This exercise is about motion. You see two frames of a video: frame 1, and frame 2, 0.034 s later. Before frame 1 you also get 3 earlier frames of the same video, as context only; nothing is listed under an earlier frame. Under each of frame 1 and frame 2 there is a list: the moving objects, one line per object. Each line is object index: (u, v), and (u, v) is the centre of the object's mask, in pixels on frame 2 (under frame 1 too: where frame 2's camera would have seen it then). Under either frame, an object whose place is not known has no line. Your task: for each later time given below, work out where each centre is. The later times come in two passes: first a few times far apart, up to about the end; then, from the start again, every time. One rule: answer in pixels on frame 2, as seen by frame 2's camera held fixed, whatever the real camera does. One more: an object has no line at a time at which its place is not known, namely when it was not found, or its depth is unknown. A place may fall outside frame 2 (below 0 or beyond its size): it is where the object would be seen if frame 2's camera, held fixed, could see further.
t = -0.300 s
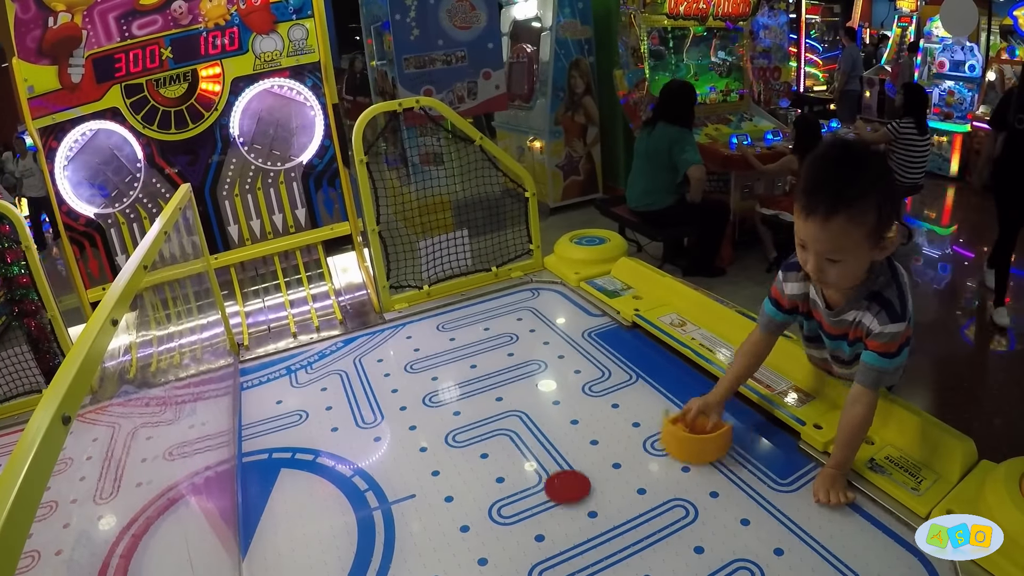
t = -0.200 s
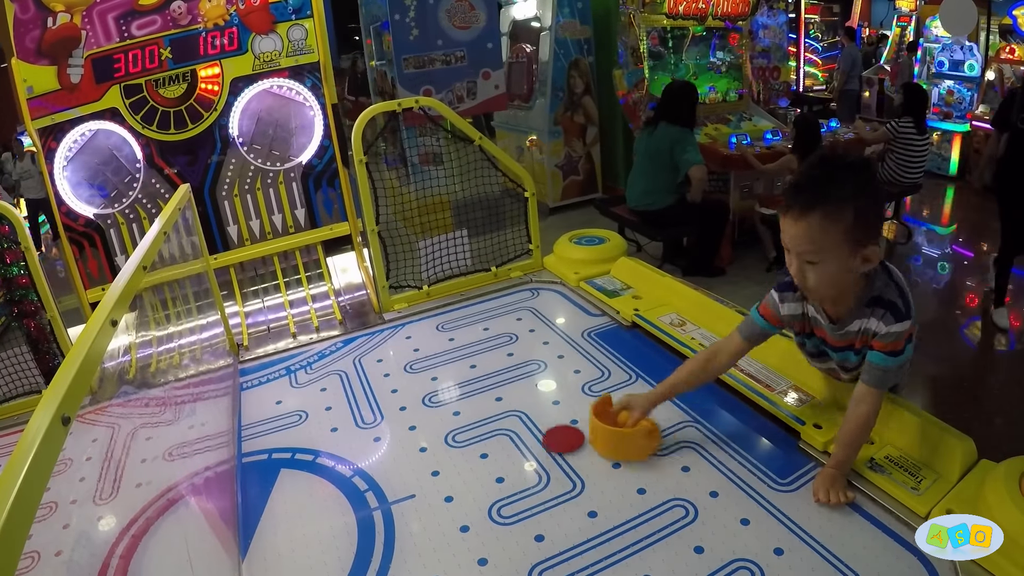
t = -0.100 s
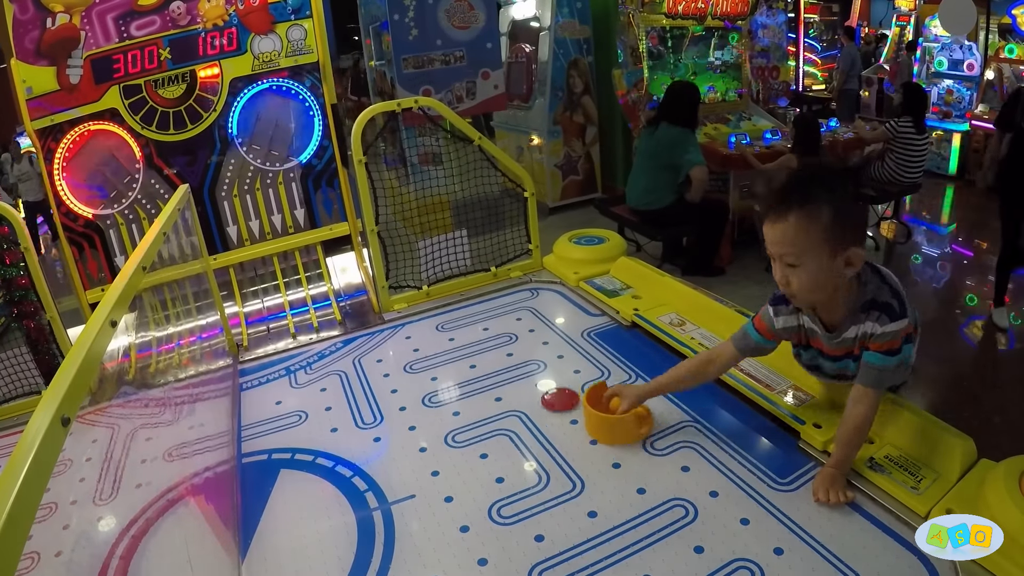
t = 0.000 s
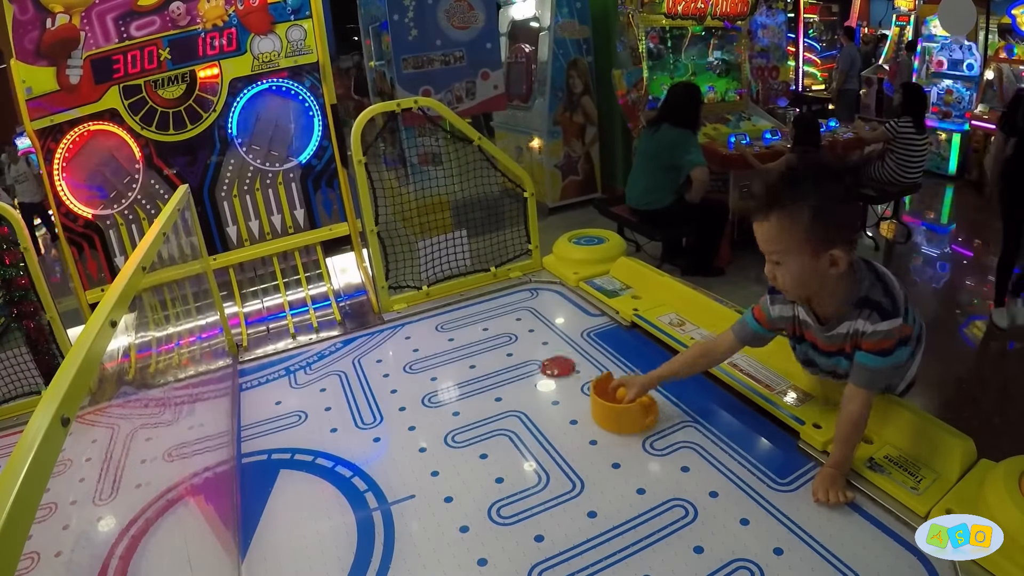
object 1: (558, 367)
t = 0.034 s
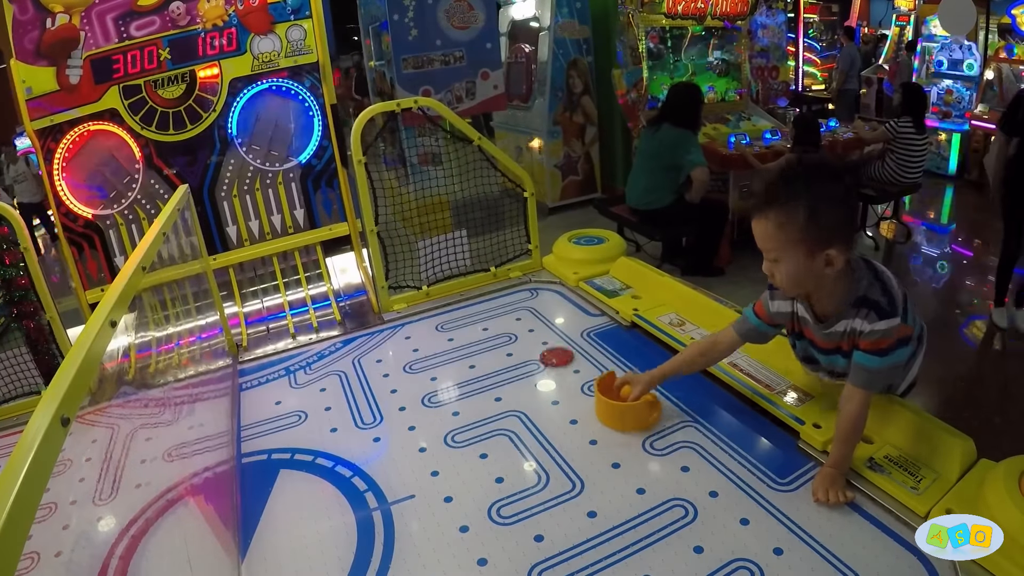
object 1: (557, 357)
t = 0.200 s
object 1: (554, 315)
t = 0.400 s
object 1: (530, 289)
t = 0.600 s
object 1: (493, 309)
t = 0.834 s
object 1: (449, 338)
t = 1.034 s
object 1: (410, 364)
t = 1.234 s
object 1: (362, 395)
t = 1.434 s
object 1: (308, 429)
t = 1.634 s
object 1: (251, 465)
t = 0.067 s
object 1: (556, 347)
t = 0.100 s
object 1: (556, 339)
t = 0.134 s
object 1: (555, 331)
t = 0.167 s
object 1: (554, 322)
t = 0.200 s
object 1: (554, 315)
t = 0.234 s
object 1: (554, 308)
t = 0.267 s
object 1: (553, 301)
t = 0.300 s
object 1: (553, 294)
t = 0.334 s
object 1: (551, 288)
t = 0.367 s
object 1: (541, 288)
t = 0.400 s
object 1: (530, 289)
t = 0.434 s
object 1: (522, 290)
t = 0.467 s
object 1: (516, 294)
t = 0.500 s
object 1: (510, 298)
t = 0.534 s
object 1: (505, 302)
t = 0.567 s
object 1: (499, 305)
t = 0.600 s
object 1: (493, 309)
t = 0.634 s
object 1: (487, 313)
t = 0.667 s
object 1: (481, 317)
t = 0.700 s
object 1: (475, 321)
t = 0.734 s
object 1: (469, 325)
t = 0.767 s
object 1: (462, 330)
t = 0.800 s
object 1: (456, 334)
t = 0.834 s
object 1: (449, 338)
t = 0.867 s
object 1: (442, 343)
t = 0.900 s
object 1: (436, 348)
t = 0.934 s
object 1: (428, 352)
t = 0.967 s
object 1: (421, 357)
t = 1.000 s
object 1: (414, 362)
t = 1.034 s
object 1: (410, 364)
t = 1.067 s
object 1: (402, 369)
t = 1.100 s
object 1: (394, 374)
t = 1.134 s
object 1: (386, 380)
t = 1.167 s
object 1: (378, 385)
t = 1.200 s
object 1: (370, 390)
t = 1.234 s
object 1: (362, 395)
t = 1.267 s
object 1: (353, 401)
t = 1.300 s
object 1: (344, 407)
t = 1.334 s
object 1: (335, 412)
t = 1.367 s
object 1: (326, 418)
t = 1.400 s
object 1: (317, 423)
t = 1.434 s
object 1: (308, 429)
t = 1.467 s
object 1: (299, 435)
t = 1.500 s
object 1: (289, 441)
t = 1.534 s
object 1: (280, 447)
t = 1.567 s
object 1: (270, 453)
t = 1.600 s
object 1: (260, 459)
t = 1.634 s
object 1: (251, 465)
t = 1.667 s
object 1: (245, 470)
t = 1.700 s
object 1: (240, 475)
